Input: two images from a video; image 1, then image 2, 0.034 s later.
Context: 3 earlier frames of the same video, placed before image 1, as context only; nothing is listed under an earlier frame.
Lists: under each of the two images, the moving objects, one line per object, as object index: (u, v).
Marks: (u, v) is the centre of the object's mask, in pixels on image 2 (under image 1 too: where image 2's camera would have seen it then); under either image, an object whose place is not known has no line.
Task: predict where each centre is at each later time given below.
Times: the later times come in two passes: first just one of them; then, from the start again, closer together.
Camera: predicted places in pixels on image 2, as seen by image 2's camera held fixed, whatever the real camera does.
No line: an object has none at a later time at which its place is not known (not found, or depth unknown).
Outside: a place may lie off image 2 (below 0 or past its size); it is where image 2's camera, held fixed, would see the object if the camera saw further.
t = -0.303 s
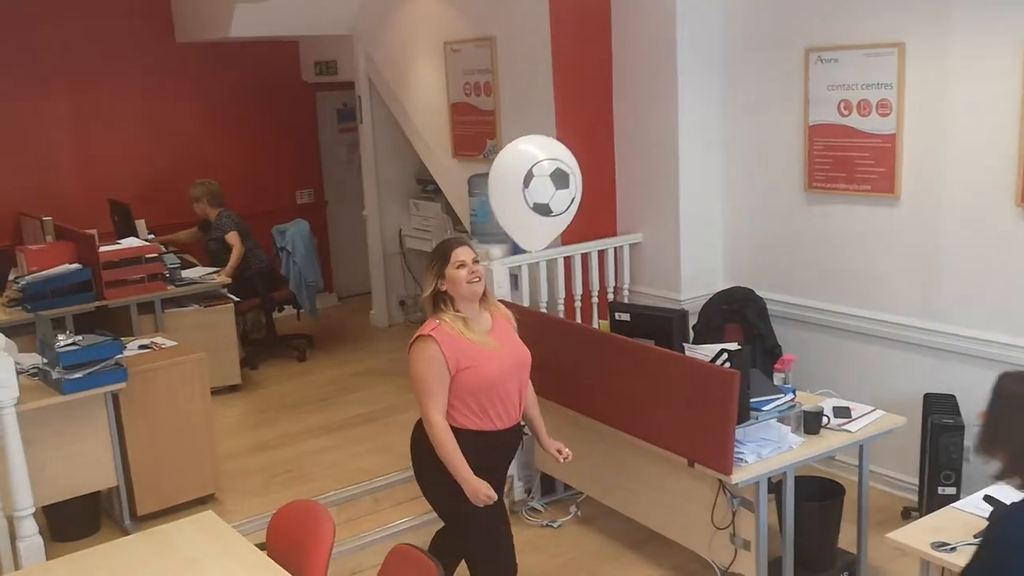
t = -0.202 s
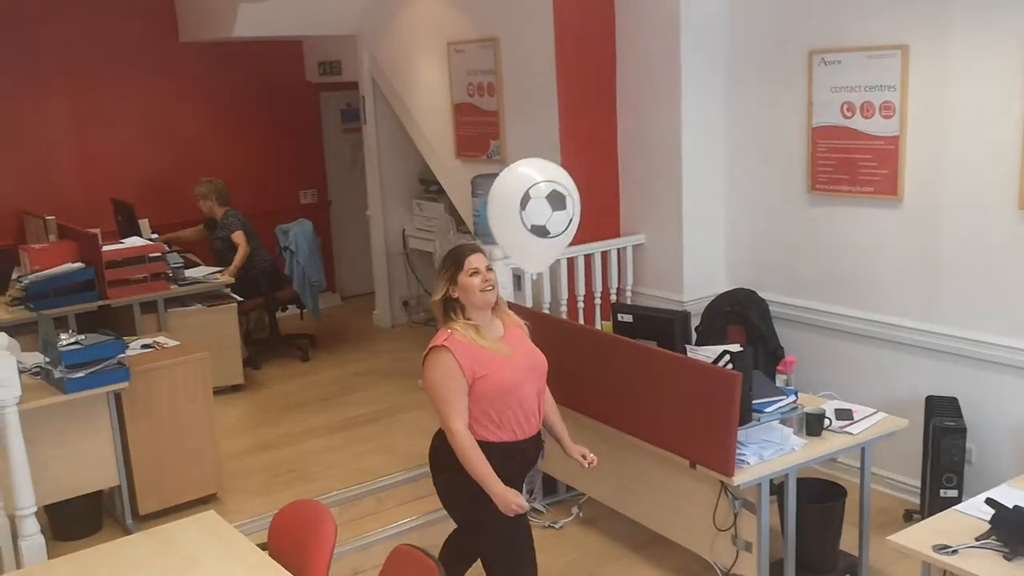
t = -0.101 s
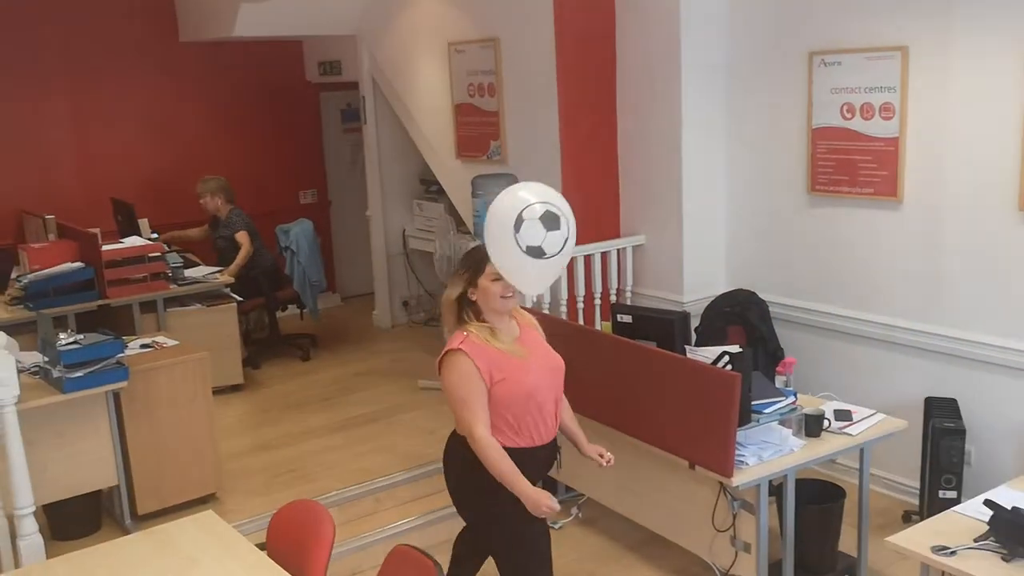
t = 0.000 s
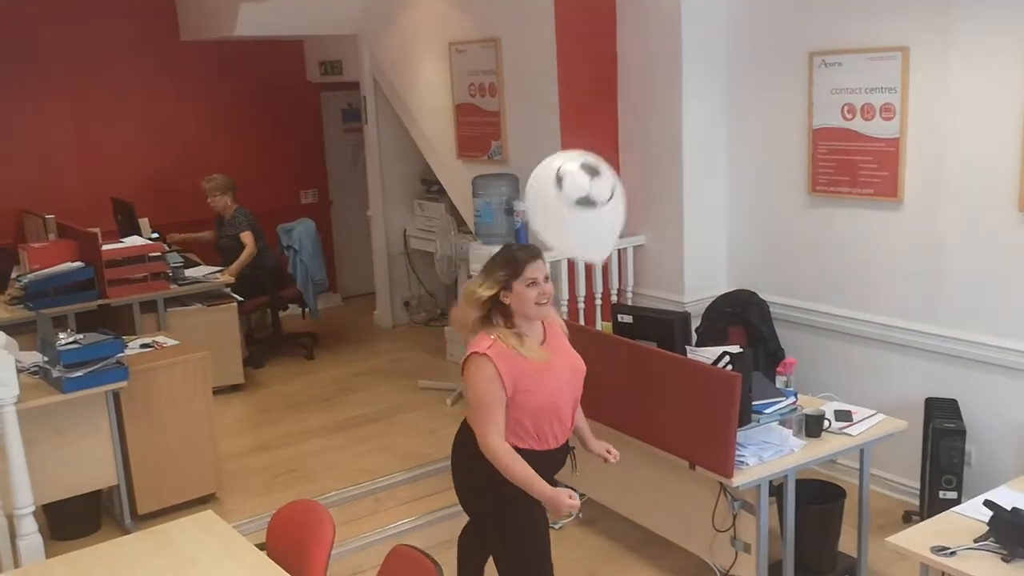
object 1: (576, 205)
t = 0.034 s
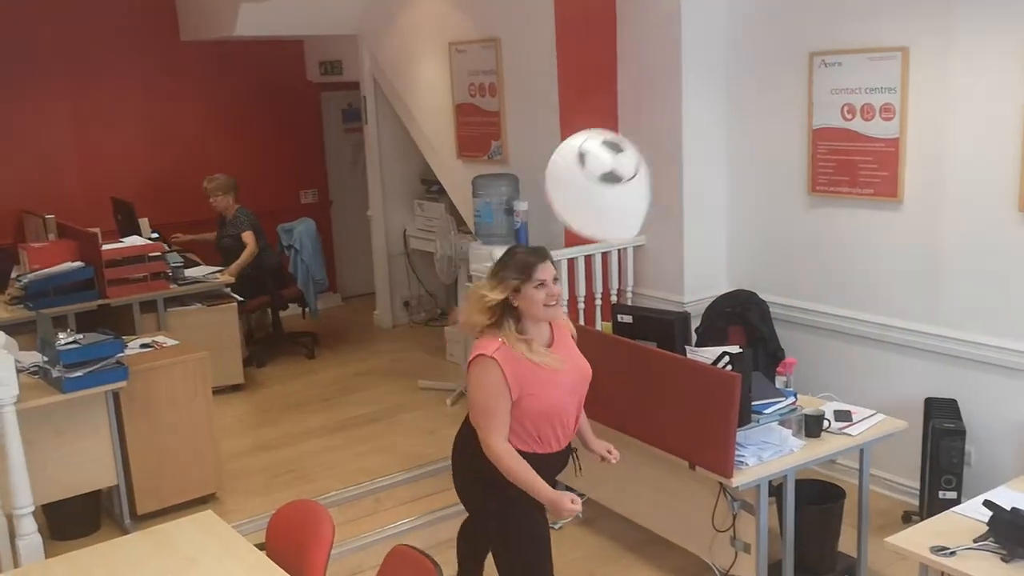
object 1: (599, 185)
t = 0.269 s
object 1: (741, 60)
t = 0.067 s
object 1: (622, 166)
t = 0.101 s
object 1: (645, 147)
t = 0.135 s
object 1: (666, 127)
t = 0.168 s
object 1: (688, 107)
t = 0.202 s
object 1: (708, 88)
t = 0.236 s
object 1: (725, 71)
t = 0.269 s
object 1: (741, 60)
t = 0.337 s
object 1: (767, 46)
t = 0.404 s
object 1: (785, 39)
